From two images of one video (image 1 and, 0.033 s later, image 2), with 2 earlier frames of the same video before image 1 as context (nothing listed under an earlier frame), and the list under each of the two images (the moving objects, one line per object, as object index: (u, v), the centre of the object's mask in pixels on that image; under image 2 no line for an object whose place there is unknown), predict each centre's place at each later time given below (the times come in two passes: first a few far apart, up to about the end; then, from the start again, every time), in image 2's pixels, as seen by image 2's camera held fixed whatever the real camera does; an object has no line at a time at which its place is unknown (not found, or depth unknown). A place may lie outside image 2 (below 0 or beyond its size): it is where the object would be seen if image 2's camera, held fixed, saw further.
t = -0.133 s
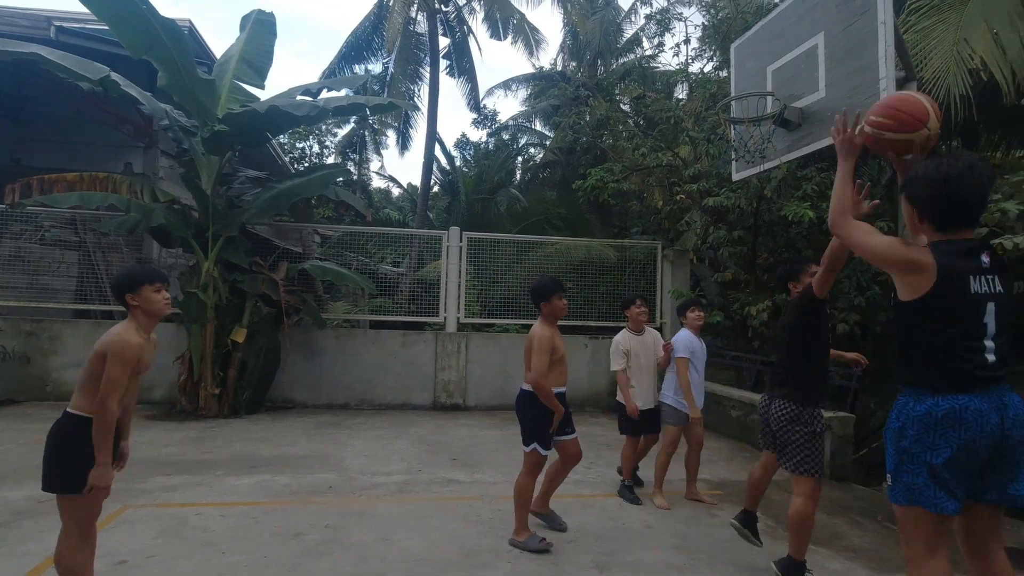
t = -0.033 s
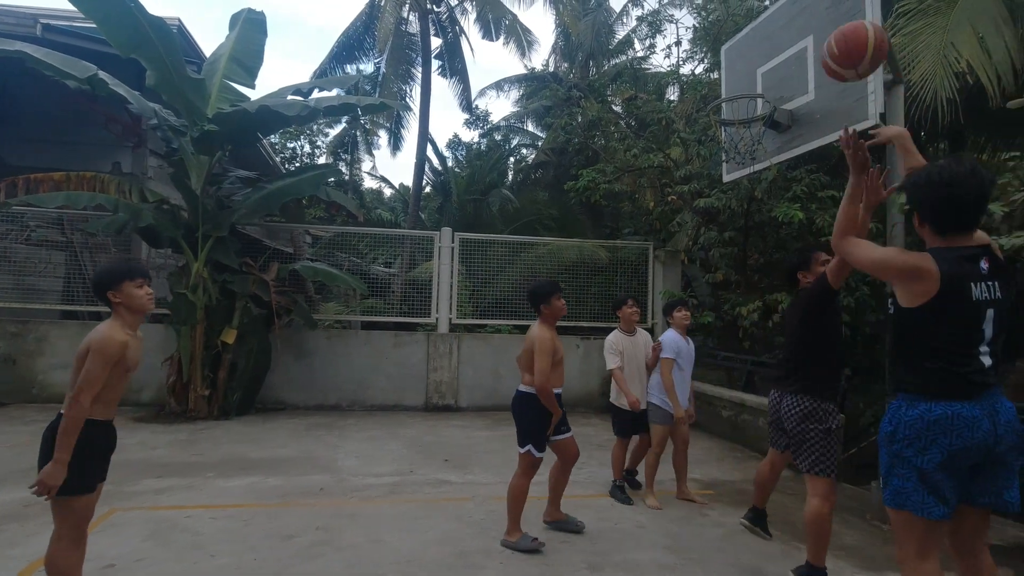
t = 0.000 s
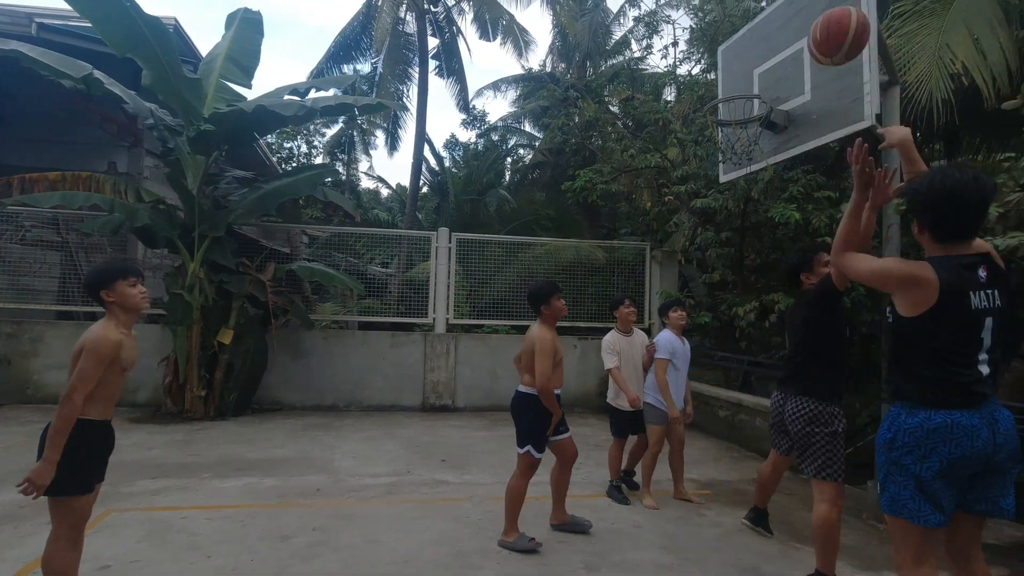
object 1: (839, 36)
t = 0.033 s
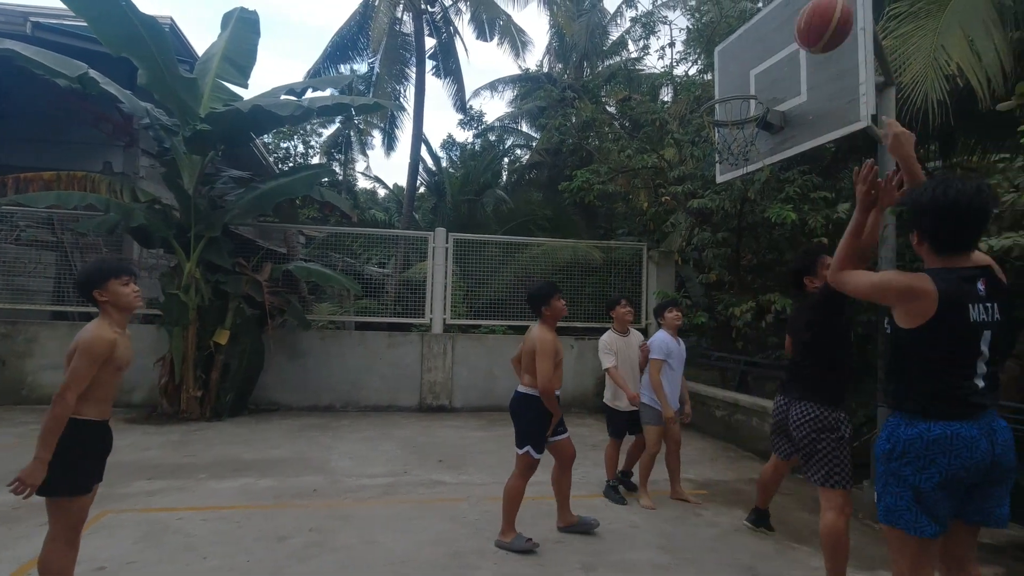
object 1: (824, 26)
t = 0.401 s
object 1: (737, 45)
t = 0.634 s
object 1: (714, 91)
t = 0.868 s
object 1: (733, 108)
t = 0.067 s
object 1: (813, 20)
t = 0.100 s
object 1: (802, 16)
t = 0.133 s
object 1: (792, 14)
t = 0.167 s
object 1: (783, 13)
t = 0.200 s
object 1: (775, 12)
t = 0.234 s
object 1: (768, 13)
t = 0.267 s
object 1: (761, 15)
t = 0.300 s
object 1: (755, 19)
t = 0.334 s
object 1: (748, 27)
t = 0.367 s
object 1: (743, 35)
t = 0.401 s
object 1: (737, 45)
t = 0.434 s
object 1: (732, 56)
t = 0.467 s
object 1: (727, 67)
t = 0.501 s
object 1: (722, 80)
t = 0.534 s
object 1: (720, 84)
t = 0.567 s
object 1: (718, 85)
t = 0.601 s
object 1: (716, 87)
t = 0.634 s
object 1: (714, 91)
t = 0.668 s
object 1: (713, 98)
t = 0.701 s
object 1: (713, 103)
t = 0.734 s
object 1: (716, 106)
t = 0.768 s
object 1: (720, 108)
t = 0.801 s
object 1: (726, 108)
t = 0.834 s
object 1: (729, 112)
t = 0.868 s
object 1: (733, 108)
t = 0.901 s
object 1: (737, 106)
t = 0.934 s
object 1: (741, 103)
